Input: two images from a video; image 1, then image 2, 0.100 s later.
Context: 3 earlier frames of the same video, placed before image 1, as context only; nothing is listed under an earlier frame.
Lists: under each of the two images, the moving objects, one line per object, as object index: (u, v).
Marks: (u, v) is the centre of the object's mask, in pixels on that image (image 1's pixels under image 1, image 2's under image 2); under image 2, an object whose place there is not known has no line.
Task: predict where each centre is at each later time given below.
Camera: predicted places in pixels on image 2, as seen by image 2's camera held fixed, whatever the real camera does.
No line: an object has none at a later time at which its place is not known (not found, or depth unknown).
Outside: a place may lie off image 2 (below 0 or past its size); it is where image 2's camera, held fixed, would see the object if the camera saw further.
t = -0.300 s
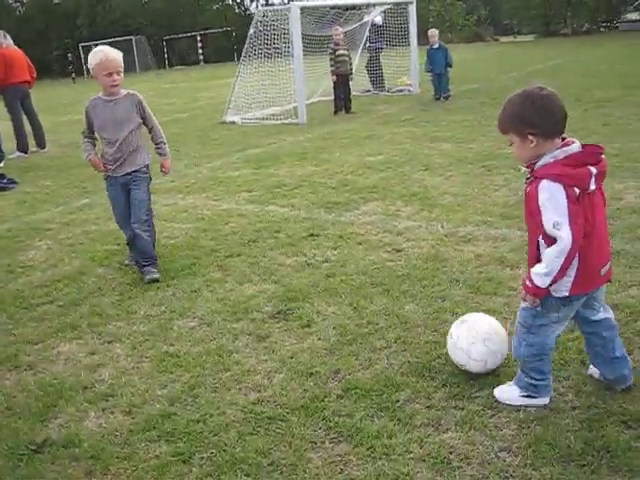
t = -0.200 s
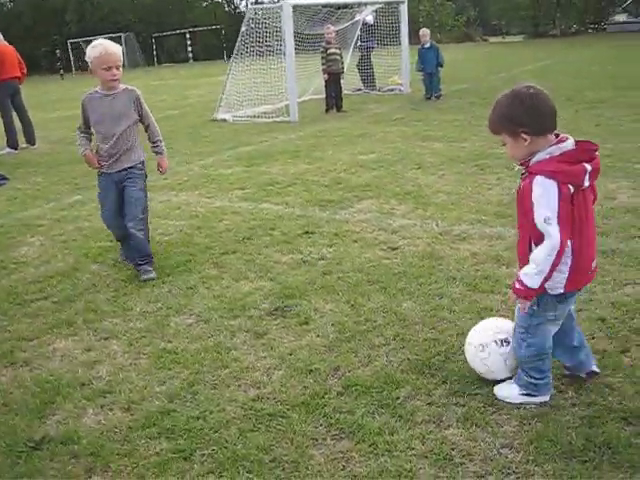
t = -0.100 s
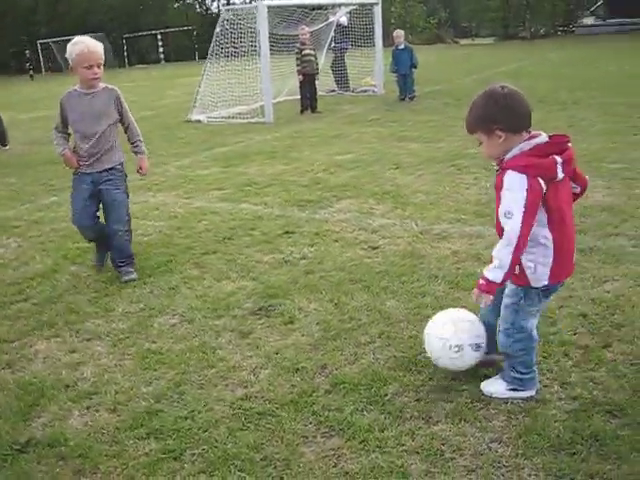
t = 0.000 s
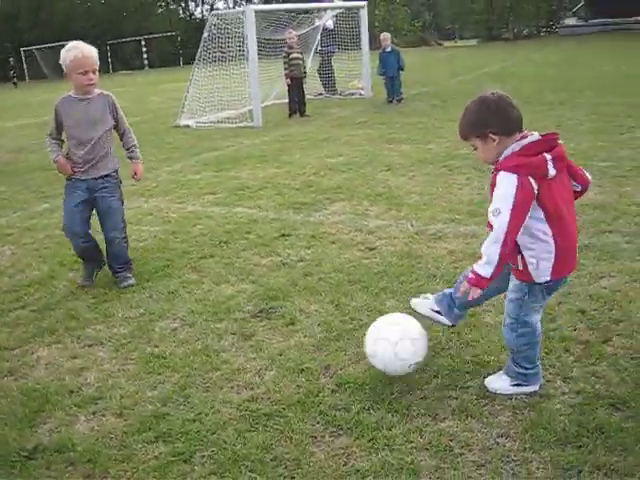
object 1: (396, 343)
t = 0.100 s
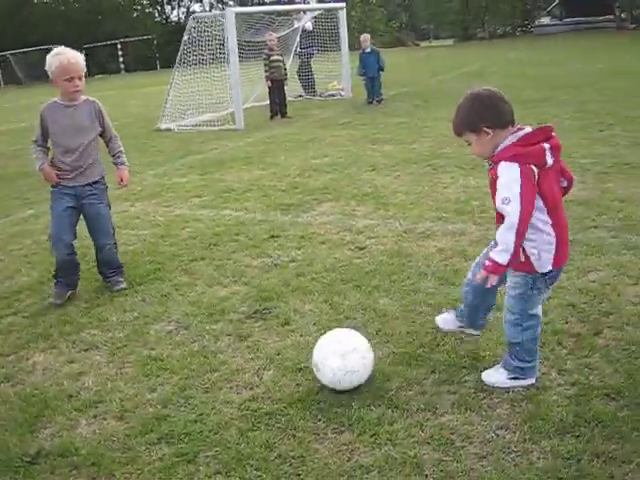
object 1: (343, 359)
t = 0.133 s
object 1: (333, 360)
